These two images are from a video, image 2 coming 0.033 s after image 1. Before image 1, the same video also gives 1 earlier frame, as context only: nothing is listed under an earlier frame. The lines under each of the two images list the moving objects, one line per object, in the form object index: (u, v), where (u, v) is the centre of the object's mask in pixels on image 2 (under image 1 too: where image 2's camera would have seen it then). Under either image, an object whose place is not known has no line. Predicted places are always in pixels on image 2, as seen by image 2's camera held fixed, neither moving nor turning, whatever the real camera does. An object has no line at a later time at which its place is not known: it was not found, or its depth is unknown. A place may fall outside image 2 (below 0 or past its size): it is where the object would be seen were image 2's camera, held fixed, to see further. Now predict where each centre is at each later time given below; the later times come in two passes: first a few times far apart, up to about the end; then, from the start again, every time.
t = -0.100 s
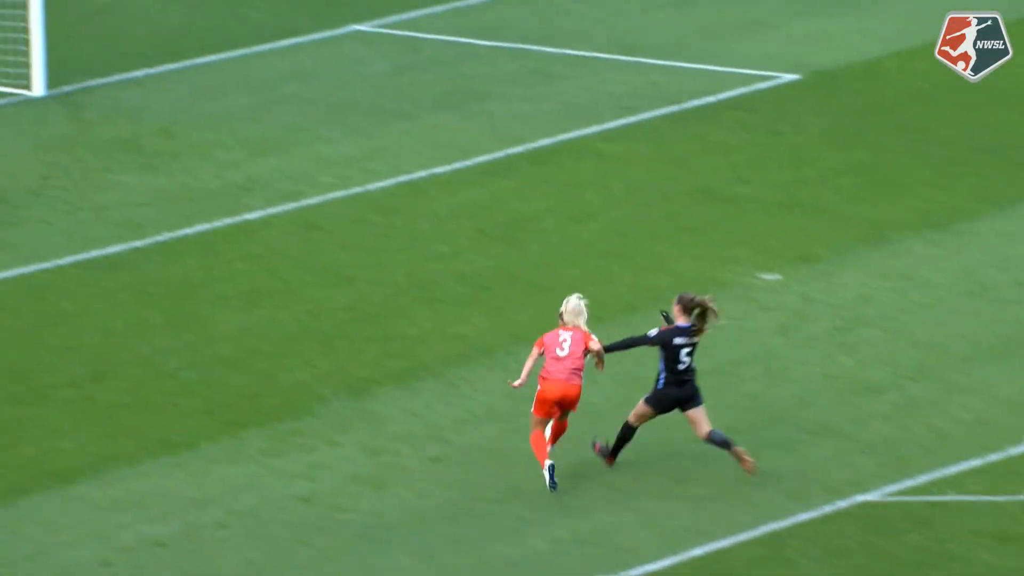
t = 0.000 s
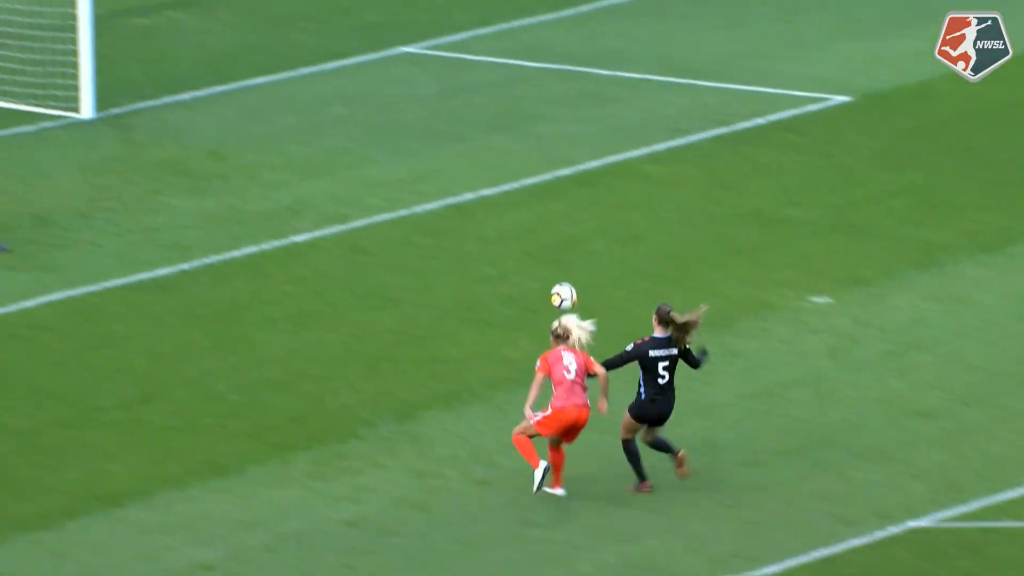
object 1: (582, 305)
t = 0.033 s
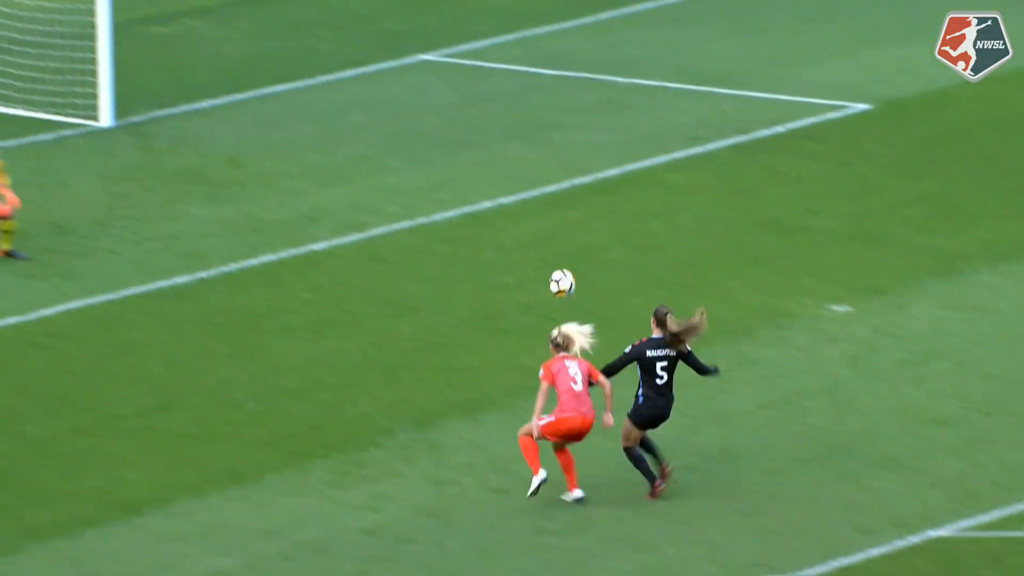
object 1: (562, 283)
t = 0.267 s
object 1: (420, 171)
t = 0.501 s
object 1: (277, 126)
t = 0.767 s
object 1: (117, 140)
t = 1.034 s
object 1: (-27, 61)
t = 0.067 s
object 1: (541, 262)
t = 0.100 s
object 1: (521, 243)
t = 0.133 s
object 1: (501, 226)
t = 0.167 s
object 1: (481, 210)
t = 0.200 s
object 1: (460, 195)
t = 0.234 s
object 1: (441, 182)
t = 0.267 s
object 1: (420, 171)
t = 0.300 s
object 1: (400, 161)
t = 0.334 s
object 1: (380, 152)
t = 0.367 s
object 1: (360, 145)
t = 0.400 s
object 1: (339, 138)
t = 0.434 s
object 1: (319, 133)
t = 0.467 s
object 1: (298, 129)
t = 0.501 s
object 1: (277, 126)
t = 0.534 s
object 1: (257, 125)
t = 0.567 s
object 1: (237, 124)
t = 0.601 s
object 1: (217, 124)
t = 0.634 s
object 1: (197, 125)
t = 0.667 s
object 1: (177, 127)
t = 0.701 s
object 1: (156, 131)
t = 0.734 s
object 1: (136, 135)
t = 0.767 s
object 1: (117, 140)
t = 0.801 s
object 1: (97, 140)
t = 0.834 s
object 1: (78, 125)
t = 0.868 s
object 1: (61, 109)
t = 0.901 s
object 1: (42, 96)
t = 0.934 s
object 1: (24, 84)
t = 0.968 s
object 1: (5, 74)
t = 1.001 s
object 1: (-12, 65)
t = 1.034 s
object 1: (-27, 61)
